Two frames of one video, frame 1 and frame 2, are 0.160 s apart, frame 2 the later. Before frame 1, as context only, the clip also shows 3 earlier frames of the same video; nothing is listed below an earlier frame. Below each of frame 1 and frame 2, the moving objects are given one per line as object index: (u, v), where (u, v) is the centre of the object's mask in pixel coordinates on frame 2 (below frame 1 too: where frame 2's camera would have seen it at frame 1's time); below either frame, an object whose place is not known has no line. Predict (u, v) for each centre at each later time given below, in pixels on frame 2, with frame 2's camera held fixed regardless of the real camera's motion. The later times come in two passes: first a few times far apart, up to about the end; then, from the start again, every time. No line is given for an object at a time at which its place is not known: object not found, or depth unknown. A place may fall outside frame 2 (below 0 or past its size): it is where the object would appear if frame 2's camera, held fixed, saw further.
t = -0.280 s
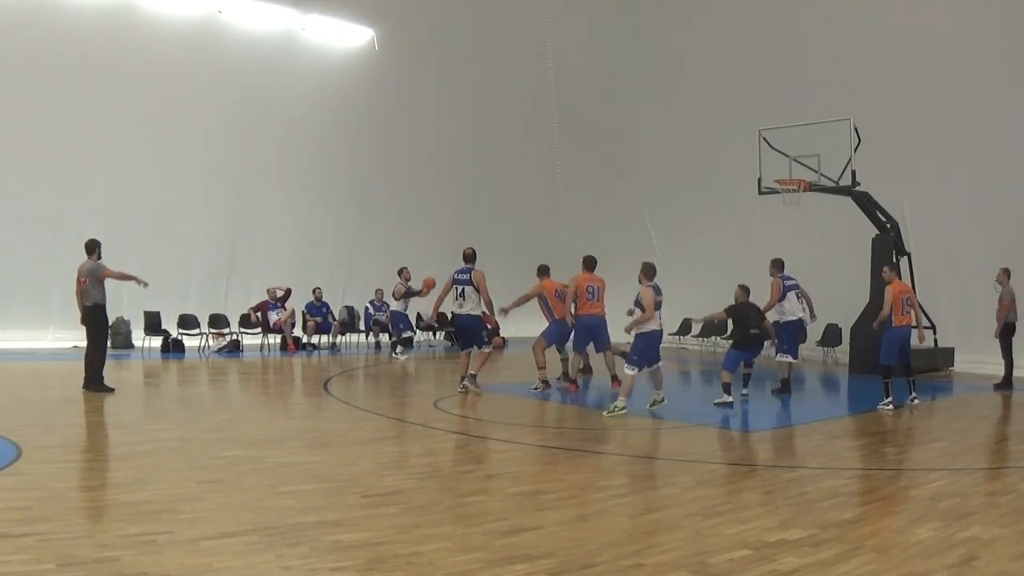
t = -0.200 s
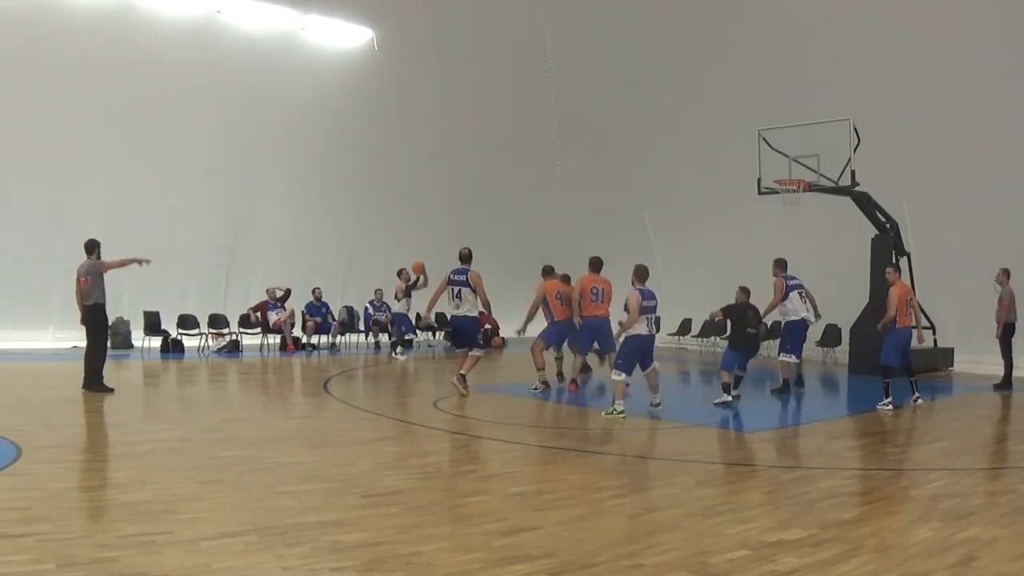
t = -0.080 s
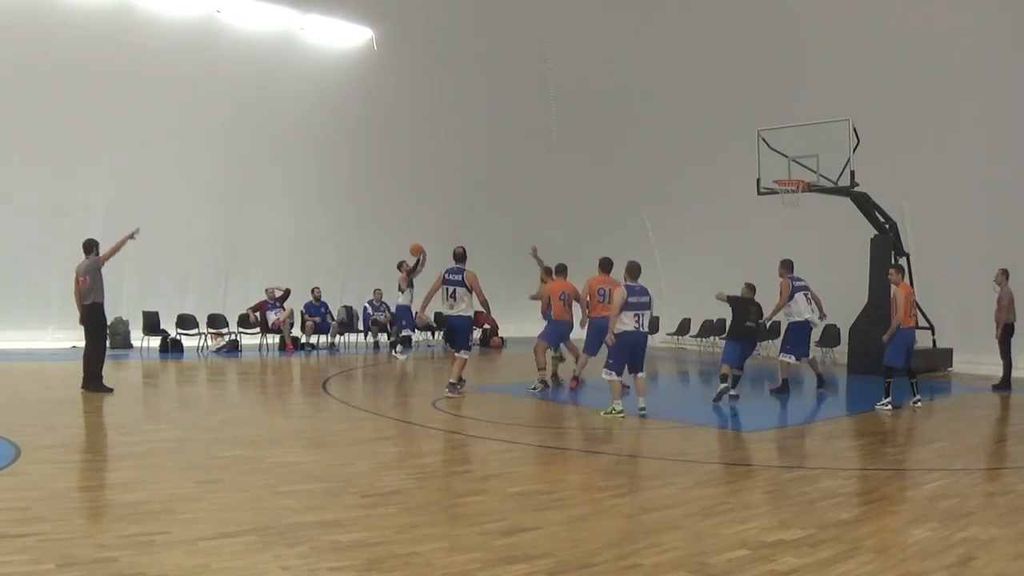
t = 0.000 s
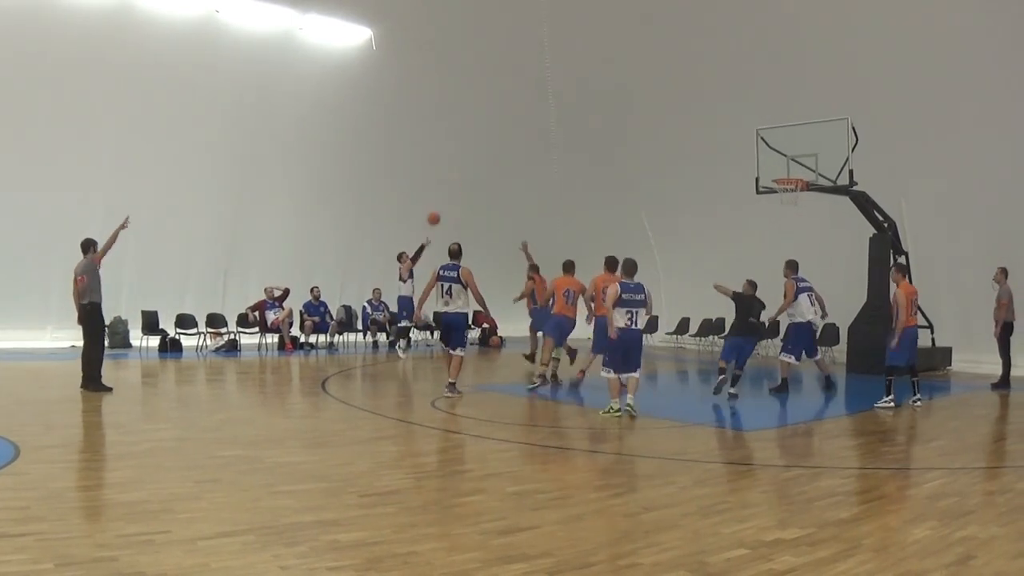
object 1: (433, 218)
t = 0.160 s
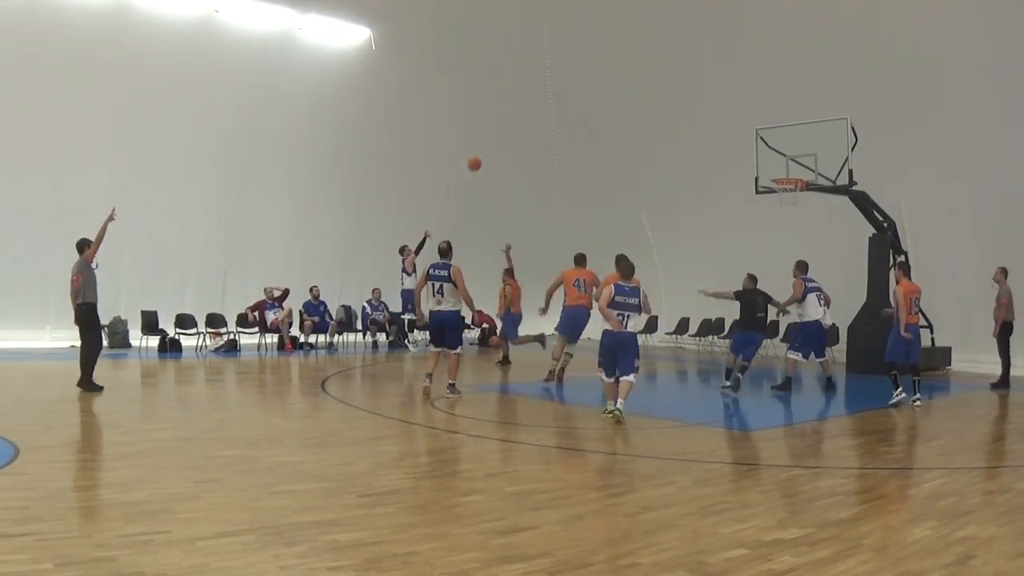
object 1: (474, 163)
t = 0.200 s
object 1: (484, 152)
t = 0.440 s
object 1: (548, 99)
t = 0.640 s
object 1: (604, 79)
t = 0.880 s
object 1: (673, 86)
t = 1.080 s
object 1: (733, 121)
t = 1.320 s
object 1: (793, 159)
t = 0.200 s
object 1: (484, 152)
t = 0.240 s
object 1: (495, 141)
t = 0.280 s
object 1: (505, 131)
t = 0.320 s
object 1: (516, 122)
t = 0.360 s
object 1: (527, 113)
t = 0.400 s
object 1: (537, 105)
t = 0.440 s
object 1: (548, 99)
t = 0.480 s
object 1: (559, 93)
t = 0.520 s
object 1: (570, 88)
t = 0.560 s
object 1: (581, 84)
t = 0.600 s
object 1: (593, 81)
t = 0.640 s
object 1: (604, 79)
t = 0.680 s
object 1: (615, 78)
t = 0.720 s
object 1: (627, 78)
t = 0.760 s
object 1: (638, 78)
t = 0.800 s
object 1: (650, 80)
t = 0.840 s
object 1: (662, 83)
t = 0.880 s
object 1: (673, 86)
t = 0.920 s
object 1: (685, 91)
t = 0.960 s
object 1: (697, 97)
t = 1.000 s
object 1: (709, 104)
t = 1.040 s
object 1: (721, 112)
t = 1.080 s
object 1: (733, 121)
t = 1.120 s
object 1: (745, 131)
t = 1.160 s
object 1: (757, 142)
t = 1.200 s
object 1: (769, 155)
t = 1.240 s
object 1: (782, 169)
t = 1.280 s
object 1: (788, 167)
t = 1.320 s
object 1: (793, 159)
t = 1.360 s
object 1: (799, 152)
